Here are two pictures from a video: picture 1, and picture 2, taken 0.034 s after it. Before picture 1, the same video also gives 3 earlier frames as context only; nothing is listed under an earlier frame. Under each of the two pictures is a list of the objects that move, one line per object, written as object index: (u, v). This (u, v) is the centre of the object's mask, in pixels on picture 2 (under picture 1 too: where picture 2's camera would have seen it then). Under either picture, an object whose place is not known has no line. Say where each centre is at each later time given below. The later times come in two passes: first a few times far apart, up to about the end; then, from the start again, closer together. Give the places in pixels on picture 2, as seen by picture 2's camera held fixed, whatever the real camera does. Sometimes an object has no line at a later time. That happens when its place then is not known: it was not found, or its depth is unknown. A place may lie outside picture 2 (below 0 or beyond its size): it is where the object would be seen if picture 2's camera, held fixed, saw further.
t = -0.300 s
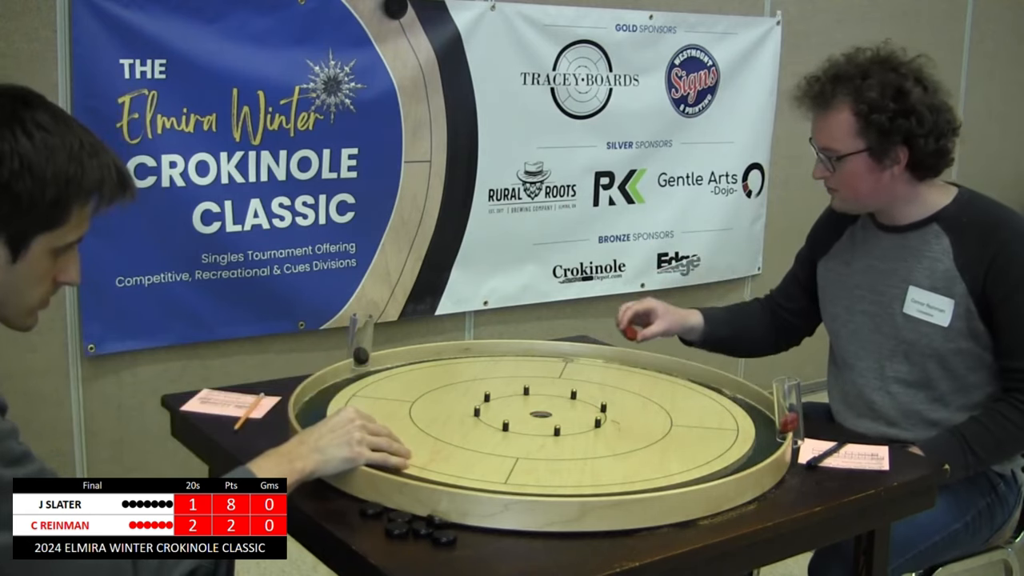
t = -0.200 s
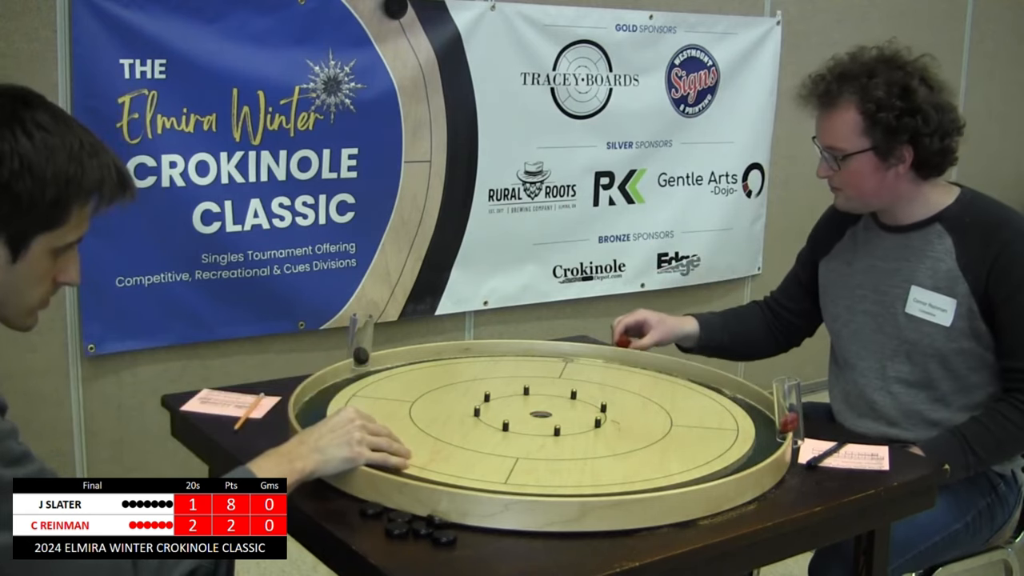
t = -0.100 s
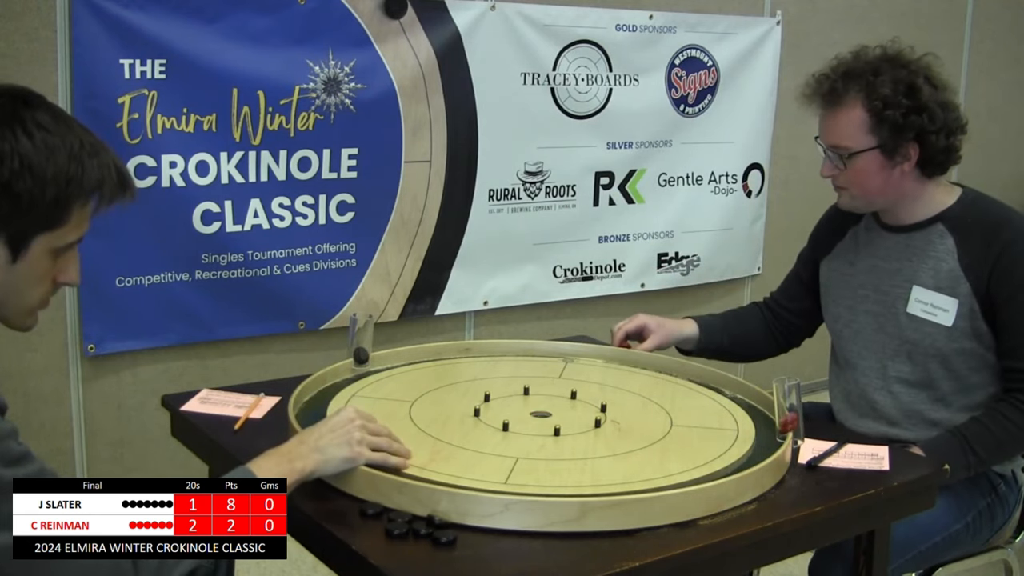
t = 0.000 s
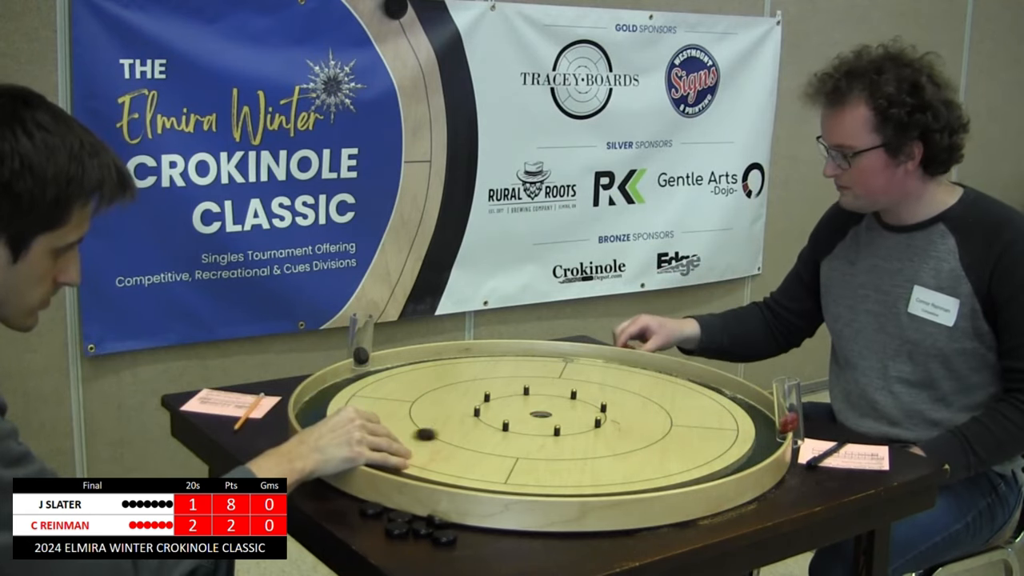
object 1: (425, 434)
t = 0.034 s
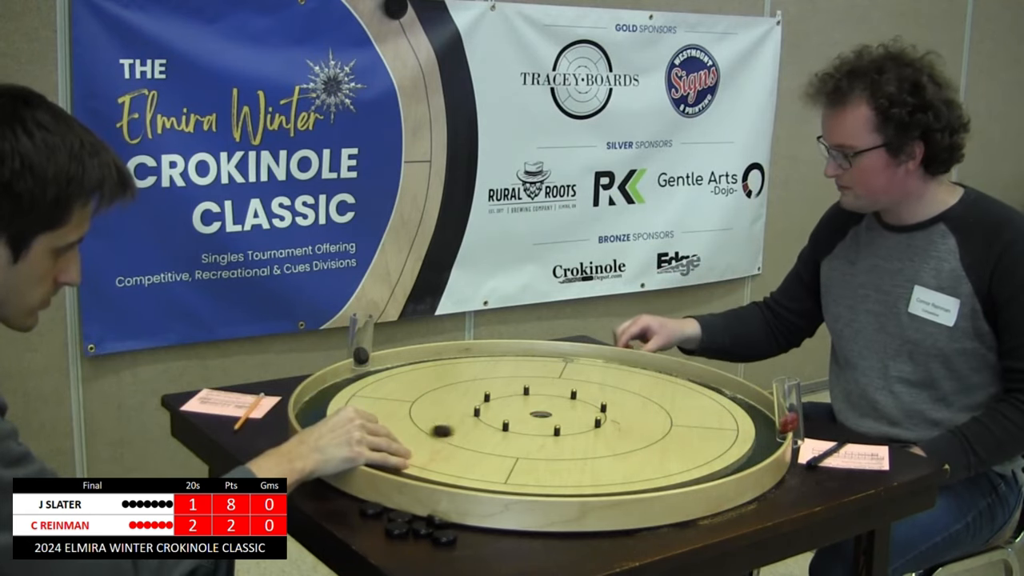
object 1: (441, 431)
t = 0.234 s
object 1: (523, 414)
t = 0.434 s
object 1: (519, 409)
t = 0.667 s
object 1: (505, 408)
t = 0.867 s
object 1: (505, 408)
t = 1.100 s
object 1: (505, 408)
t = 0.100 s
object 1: (472, 425)
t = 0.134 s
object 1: (487, 422)
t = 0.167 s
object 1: (499, 418)
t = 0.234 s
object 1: (523, 414)
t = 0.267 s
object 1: (536, 412)
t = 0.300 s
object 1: (540, 411)
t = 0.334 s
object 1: (533, 410)
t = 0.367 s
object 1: (529, 409)
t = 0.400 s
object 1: (523, 409)
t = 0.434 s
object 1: (519, 409)
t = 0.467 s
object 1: (515, 409)
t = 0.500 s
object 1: (512, 409)
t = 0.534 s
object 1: (509, 409)
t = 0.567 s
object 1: (507, 409)
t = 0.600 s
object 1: (506, 408)
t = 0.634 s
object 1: (505, 408)
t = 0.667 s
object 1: (505, 408)
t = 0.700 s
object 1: (505, 408)
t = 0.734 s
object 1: (505, 408)
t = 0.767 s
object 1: (505, 408)
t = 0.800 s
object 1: (505, 408)
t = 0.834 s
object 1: (505, 408)
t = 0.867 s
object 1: (505, 408)
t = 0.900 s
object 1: (505, 408)
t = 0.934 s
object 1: (505, 408)
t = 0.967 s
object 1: (505, 408)
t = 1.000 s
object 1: (505, 408)
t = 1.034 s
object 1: (505, 408)
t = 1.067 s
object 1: (505, 408)
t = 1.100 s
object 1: (505, 408)
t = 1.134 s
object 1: (505, 408)
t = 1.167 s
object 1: (505, 408)
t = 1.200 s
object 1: (505, 408)
